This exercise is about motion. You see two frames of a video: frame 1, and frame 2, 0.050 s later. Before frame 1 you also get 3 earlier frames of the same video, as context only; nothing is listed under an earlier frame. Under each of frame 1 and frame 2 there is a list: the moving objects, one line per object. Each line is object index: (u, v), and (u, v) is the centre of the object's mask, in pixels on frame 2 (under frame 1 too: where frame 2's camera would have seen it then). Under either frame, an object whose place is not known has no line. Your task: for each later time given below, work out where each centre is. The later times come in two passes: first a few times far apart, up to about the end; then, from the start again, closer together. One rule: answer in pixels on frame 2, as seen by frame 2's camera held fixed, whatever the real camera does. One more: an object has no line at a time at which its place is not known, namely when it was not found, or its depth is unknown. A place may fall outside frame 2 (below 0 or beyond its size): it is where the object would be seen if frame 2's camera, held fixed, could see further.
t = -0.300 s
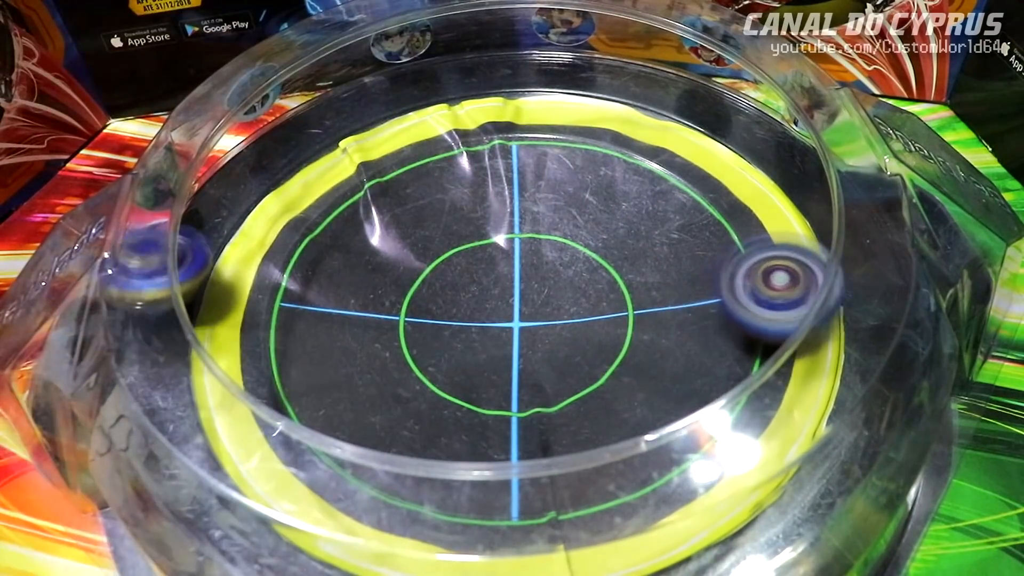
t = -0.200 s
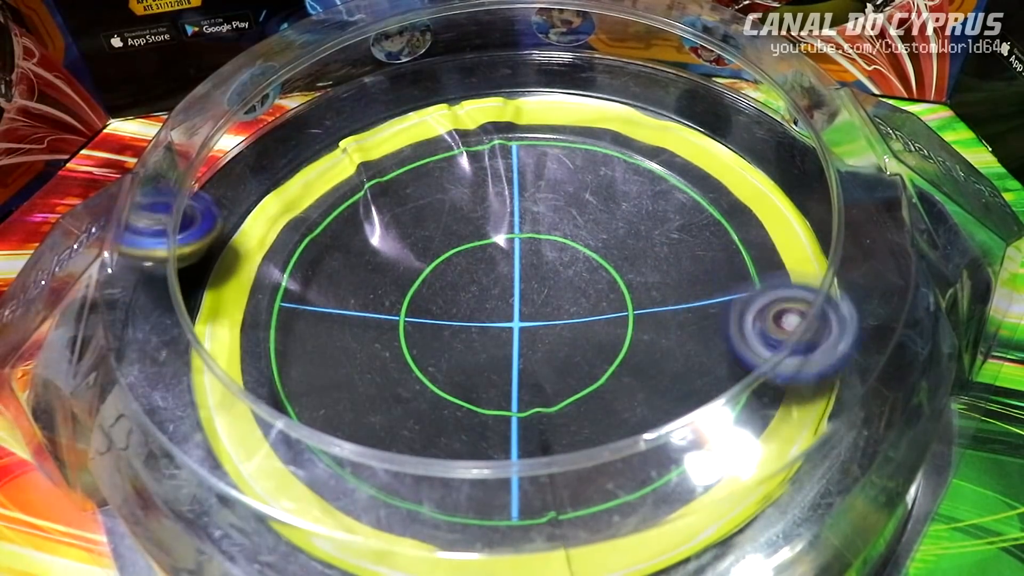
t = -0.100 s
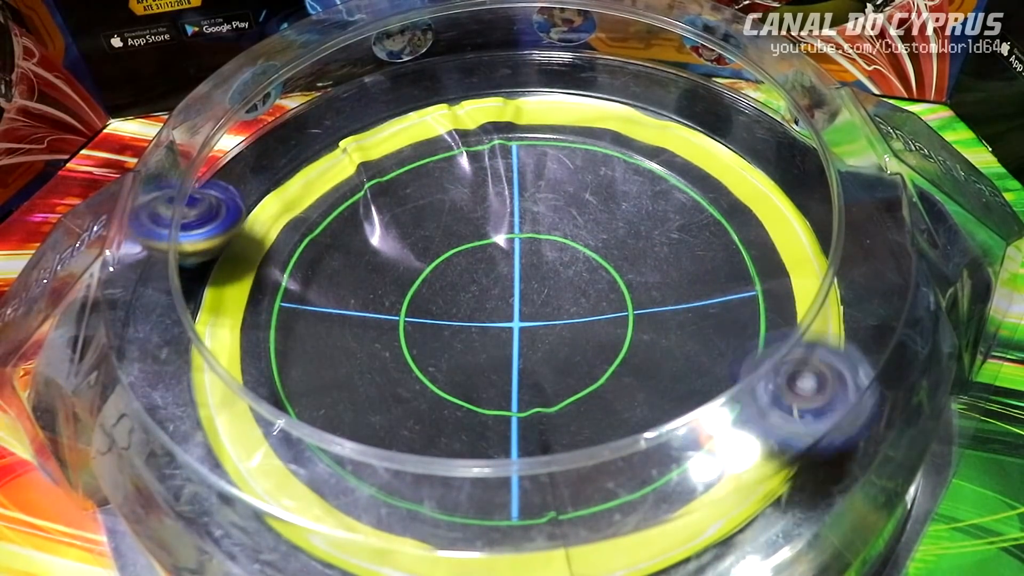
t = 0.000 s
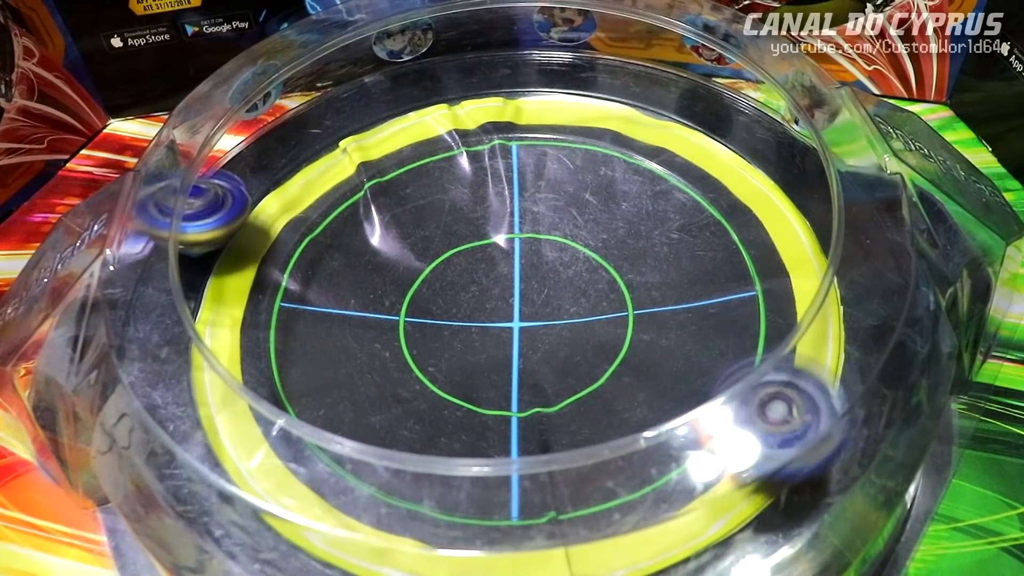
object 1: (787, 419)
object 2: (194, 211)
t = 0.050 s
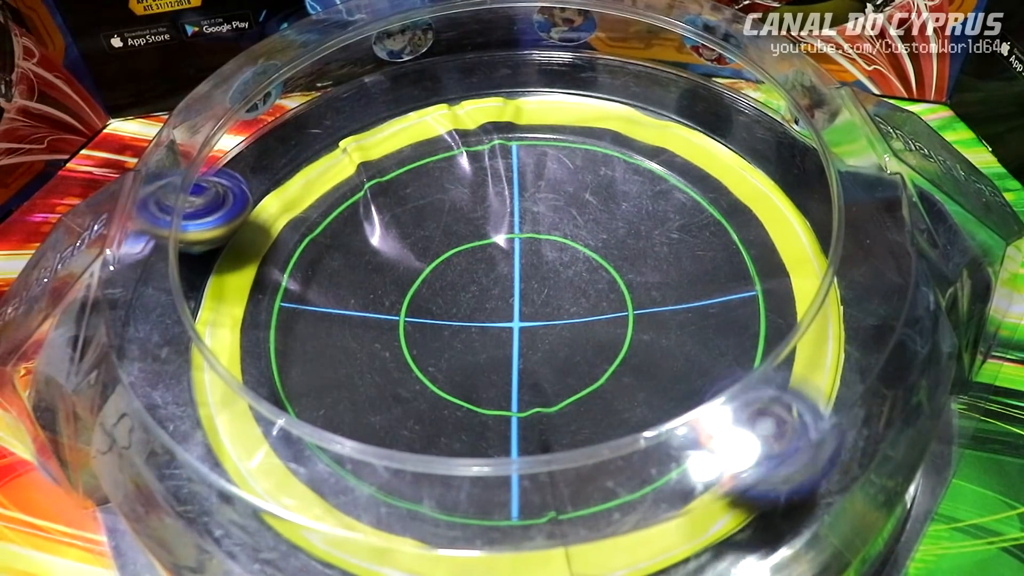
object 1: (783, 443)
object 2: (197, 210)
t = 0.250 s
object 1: (739, 465)
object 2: (188, 215)
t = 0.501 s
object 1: (639, 519)
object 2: (139, 250)
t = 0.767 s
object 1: (502, 532)
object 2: (147, 242)
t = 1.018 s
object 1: (368, 524)
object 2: (136, 258)
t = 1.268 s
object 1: (277, 479)
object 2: (151, 276)
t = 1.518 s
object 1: (221, 439)
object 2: (273, 276)
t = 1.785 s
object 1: (332, 509)
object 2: (556, 222)
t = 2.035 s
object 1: (340, 466)
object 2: (618, 254)
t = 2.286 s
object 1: (493, 405)
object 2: (486, 244)
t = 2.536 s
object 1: (578, 224)
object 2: (485, 362)
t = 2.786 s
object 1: (389, 172)
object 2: (718, 270)
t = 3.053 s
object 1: (389, 332)
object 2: (653, 80)
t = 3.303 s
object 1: (635, 290)
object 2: (542, 106)
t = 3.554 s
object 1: (575, 164)
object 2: (347, 328)
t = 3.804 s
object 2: (649, 533)
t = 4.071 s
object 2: (837, 288)
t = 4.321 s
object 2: (569, 93)
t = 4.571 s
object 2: (273, 130)
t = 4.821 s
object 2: (295, 387)
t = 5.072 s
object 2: (762, 516)
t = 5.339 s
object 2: (803, 228)
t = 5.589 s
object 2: (568, 81)
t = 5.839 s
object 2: (286, 144)
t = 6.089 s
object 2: (226, 418)
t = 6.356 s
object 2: (494, 517)
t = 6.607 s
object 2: (731, 414)
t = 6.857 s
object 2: (756, 217)
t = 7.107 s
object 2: (506, 109)
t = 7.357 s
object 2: (273, 273)
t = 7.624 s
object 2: (553, 460)
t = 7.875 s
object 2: (726, 240)
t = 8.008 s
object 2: (634, 143)
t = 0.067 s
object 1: (781, 455)
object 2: (197, 209)
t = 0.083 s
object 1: (777, 467)
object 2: (197, 210)
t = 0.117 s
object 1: (771, 480)
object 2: (197, 210)
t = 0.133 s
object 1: (767, 482)
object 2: (196, 210)
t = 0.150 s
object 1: (764, 482)
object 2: (196, 211)
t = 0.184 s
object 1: (761, 477)
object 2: (193, 212)
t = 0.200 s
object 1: (761, 473)
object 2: (192, 212)
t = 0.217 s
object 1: (746, 463)
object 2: (191, 213)
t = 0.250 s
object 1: (739, 465)
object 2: (188, 215)
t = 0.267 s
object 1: (732, 467)
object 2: (185, 216)
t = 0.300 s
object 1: (720, 475)
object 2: (181, 217)
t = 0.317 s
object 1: (711, 482)
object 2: (175, 218)
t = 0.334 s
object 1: (704, 486)
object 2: (172, 220)
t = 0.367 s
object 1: (684, 508)
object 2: (167, 226)
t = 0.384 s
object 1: (676, 513)
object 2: (164, 229)
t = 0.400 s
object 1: (664, 516)
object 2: (160, 229)
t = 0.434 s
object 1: (651, 520)
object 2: (154, 235)
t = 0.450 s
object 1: (646, 521)
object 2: (144, 239)
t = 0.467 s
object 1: (643, 521)
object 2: (147, 237)
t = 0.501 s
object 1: (639, 519)
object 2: (139, 250)
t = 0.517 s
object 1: (634, 518)
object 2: (142, 251)
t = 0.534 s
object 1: (628, 518)
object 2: (139, 254)
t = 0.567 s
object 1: (613, 520)
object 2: (138, 254)
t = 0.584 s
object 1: (601, 523)
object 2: (137, 254)
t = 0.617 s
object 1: (580, 526)
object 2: (137, 255)
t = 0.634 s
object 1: (569, 528)
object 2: (138, 254)
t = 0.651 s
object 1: (559, 530)
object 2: (138, 253)
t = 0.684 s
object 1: (535, 532)
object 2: (142, 250)
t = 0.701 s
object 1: (524, 532)
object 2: (142, 248)
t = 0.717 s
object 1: (516, 534)
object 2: (141, 245)
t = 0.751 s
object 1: (505, 533)
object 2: (145, 244)
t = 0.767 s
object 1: (502, 532)
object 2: (147, 242)
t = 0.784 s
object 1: (497, 532)
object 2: (148, 240)
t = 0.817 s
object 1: (479, 530)
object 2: (148, 241)
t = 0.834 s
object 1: (468, 530)
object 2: (147, 241)
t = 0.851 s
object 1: (456, 530)
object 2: (147, 241)
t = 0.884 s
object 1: (435, 529)
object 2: (144, 241)
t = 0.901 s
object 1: (425, 528)
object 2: (140, 246)
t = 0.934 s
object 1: (404, 527)
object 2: (138, 250)
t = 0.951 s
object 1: (393, 527)
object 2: (137, 252)
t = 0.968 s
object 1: (383, 526)
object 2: (140, 251)
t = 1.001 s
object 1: (372, 525)
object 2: (138, 256)
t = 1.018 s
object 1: (368, 524)
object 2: (136, 258)
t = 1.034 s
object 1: (364, 523)
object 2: (132, 266)
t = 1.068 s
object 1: (349, 519)
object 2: (131, 269)
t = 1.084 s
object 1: (340, 517)
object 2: (130, 271)
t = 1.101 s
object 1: (331, 514)
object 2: (131, 272)
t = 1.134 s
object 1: (314, 509)
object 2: (131, 272)
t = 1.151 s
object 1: (304, 505)
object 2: (135, 272)
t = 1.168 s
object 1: (297, 503)
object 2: (137, 272)
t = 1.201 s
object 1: (284, 496)
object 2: (140, 273)
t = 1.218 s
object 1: (279, 492)
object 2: (142, 274)
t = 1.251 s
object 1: (277, 487)
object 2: (147, 276)
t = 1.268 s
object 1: (277, 479)
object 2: (151, 276)
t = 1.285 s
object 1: (272, 474)
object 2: (153, 277)
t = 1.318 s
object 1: (261, 462)
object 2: (158, 279)
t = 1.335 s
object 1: (257, 456)
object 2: (160, 279)
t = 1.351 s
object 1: (252, 450)
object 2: (163, 281)
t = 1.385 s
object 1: (241, 439)
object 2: (170, 284)
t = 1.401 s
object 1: (237, 432)
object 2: (189, 294)
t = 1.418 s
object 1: (231, 428)
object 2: (199, 300)
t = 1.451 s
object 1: (223, 420)
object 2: (218, 302)
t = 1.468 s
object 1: (223, 418)
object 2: (233, 301)
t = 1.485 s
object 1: (222, 420)
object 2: (243, 300)
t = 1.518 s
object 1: (221, 439)
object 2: (273, 276)
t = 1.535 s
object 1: (243, 441)
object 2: (291, 267)
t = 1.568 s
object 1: (255, 455)
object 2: (325, 253)
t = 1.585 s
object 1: (260, 463)
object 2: (344, 245)
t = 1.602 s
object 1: (264, 466)
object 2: (364, 240)
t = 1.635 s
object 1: (265, 477)
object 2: (400, 228)
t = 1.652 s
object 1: (265, 484)
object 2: (419, 224)
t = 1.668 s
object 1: (269, 488)
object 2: (438, 225)
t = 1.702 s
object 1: (283, 496)
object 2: (475, 223)
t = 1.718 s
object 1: (291, 501)
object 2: (494, 225)
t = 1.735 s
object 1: (310, 506)
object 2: (510, 223)
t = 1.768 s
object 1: (327, 509)
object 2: (542, 222)
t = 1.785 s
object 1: (332, 509)
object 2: (556, 222)
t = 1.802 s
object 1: (334, 510)
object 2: (570, 223)
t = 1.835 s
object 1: (336, 509)
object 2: (590, 225)
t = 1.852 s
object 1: (337, 507)
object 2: (599, 227)
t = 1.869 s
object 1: (335, 503)
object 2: (609, 229)
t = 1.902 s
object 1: (334, 497)
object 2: (619, 233)
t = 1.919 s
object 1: (334, 493)
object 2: (624, 235)
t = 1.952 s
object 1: (335, 487)
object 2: (629, 241)
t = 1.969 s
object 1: (336, 483)
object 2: (629, 244)
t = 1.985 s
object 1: (338, 479)
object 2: (628, 246)
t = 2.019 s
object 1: (339, 470)
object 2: (622, 252)
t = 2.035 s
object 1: (340, 466)
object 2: (618, 254)
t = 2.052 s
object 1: (341, 462)
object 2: (612, 257)
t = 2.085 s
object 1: (343, 455)
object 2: (598, 260)
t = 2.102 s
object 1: (345, 448)
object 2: (590, 261)
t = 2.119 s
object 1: (348, 444)
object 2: (581, 261)
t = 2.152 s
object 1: (357, 439)
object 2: (564, 261)
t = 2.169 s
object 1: (363, 437)
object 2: (554, 262)
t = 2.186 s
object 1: (372, 436)
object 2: (543, 260)
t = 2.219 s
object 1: (420, 413)
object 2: (525, 255)
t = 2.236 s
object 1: (436, 412)
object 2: (516, 251)
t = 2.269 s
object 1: (471, 409)
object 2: (497, 245)
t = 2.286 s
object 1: (493, 405)
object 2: (486, 244)
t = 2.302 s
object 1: (512, 399)
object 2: (475, 244)
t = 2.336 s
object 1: (548, 380)
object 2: (455, 249)
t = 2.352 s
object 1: (562, 372)
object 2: (448, 254)
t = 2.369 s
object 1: (575, 359)
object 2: (441, 263)
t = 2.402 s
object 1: (590, 331)
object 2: (433, 283)
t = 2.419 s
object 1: (595, 319)
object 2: (431, 293)
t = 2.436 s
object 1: (599, 305)
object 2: (432, 305)
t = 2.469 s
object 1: (601, 276)
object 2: (441, 326)
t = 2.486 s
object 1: (598, 262)
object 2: (450, 337)
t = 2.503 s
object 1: (593, 249)
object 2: (459, 346)
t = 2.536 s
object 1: (578, 224)
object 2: (485, 362)
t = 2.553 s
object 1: (571, 214)
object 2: (502, 368)
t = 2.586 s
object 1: (549, 195)
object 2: (536, 374)
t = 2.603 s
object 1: (537, 189)
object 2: (554, 376)
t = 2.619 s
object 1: (522, 183)
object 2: (574, 374)
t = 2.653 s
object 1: (494, 171)
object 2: (612, 366)
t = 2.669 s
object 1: (482, 168)
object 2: (629, 358)
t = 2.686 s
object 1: (466, 166)
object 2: (645, 350)
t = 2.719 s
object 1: (439, 164)
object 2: (678, 327)
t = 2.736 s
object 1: (425, 165)
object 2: (692, 314)
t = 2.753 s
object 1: (413, 166)
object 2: (702, 299)
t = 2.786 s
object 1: (389, 172)
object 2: (718, 270)
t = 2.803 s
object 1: (378, 176)
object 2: (722, 256)
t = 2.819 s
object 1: (367, 182)
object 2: (725, 238)
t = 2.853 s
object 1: (350, 196)
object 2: (726, 202)
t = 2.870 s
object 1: (344, 205)
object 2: (721, 183)
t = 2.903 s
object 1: (336, 227)
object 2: (707, 152)
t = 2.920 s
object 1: (333, 236)
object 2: (699, 139)
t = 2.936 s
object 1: (330, 249)
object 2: (691, 127)
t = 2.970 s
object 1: (335, 274)
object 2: (679, 110)
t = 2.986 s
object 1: (343, 287)
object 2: (673, 102)
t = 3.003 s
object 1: (349, 297)
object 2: (670, 95)
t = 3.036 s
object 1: (373, 321)
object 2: (660, 84)
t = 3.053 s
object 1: (389, 332)
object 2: (653, 80)
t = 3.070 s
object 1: (405, 342)
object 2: (644, 78)
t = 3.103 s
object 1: (442, 356)
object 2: (622, 79)
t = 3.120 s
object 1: (462, 360)
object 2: (613, 78)
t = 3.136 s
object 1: (483, 362)
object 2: (605, 78)
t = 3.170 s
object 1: (523, 361)
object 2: (592, 81)
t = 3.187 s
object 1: (544, 357)
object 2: (585, 85)
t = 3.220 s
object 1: (578, 343)
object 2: (573, 90)
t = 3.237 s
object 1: (594, 335)
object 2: (568, 93)
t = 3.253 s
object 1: (607, 325)
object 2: (562, 94)
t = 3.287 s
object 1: (628, 302)
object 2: (549, 101)
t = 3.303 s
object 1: (635, 290)
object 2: (542, 106)
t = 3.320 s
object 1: (641, 277)
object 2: (533, 110)
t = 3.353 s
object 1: (649, 253)
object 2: (511, 129)
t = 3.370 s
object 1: (649, 240)
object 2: (498, 137)
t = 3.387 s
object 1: (648, 231)
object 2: (483, 148)
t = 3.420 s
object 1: (643, 212)
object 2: (452, 172)
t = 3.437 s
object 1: (639, 203)
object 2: (432, 187)
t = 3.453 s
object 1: (633, 194)
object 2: (417, 203)
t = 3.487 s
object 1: (616, 181)
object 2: (385, 239)
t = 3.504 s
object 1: (606, 174)
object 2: (370, 259)
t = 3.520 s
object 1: (598, 171)
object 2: (360, 284)
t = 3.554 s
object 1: (575, 164)
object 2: (347, 328)
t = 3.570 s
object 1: (565, 164)
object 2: (345, 350)
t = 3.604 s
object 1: (539, 165)
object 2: (356, 386)
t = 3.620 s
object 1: (526, 168)
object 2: (368, 400)
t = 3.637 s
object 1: (513, 175)
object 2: (376, 436)
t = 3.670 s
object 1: (488, 188)
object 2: (413, 472)
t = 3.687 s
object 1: (477, 196)
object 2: (438, 487)
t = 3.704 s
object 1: (466, 206)
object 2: (465, 510)
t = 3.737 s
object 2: (523, 530)
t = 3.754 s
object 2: (556, 533)
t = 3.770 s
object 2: (587, 531)
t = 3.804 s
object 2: (649, 533)
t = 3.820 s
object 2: (676, 532)
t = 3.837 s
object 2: (707, 529)
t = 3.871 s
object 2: (760, 516)
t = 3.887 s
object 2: (781, 496)
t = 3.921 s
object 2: (811, 456)
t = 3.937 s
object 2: (824, 436)
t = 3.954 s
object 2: (838, 421)
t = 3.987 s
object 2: (870, 385)
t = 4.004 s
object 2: (877, 366)
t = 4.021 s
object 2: (877, 344)
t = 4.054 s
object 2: (848, 303)
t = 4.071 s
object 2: (837, 288)
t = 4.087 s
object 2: (825, 272)
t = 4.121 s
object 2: (798, 240)
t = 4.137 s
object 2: (783, 223)
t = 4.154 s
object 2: (772, 208)
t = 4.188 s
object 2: (739, 179)
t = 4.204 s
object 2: (722, 165)
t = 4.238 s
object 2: (683, 139)
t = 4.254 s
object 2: (663, 129)
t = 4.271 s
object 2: (641, 118)
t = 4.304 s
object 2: (593, 99)
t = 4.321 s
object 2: (569, 93)
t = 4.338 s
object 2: (546, 88)
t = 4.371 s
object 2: (499, 74)
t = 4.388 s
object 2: (479, 72)
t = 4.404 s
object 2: (459, 70)
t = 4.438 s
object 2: (414, 69)
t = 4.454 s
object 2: (391, 72)
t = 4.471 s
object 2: (371, 78)
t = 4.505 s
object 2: (335, 91)
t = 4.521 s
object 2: (317, 100)
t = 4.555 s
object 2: (287, 120)
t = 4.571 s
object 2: (273, 130)
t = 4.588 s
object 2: (259, 142)
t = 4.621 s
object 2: (238, 168)
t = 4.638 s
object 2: (233, 185)
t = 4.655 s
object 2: (231, 200)
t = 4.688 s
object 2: (230, 231)
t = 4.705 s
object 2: (231, 246)
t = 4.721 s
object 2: (235, 268)
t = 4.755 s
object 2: (247, 306)
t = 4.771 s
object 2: (259, 325)
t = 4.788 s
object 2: (271, 343)
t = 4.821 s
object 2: (295, 387)
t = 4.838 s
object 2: (316, 410)
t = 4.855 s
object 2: (340, 431)
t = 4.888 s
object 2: (396, 468)
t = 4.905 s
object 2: (431, 483)
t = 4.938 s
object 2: (497, 510)
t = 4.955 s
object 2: (535, 519)
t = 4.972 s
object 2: (566, 526)
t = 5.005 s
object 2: (634, 526)
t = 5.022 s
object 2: (664, 523)
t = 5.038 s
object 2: (700, 523)
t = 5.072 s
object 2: (762, 516)
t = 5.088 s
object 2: (782, 496)
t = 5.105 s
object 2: (799, 473)
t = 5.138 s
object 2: (825, 432)
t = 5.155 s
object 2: (839, 414)
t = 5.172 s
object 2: (852, 397)
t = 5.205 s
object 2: (869, 360)
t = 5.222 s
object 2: (874, 342)
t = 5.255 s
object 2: (858, 308)
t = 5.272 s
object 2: (847, 291)
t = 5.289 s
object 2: (837, 278)
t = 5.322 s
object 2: (815, 244)
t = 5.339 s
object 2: (803, 228)
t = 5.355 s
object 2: (784, 215)
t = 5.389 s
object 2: (767, 184)
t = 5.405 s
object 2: (749, 174)
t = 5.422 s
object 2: (737, 160)
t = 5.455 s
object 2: (704, 137)
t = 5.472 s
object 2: (689, 130)
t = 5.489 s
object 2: (672, 119)
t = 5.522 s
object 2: (638, 105)
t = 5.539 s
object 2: (622, 97)
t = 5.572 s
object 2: (587, 86)
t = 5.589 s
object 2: (568, 81)
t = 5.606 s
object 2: (549, 75)
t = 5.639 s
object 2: (512, 67)
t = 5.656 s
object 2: (495, 64)
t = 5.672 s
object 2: (479, 63)
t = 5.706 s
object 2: (442, 66)
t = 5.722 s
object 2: (421, 71)
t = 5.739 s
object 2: (404, 80)
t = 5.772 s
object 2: (363, 98)
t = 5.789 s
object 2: (344, 107)
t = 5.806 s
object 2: (322, 116)
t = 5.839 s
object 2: (286, 144)
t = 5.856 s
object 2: (268, 159)
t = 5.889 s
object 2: (239, 194)
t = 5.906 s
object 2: (230, 214)
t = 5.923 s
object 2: (221, 229)
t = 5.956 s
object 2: (199, 269)
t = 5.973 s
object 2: (195, 291)
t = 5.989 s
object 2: (194, 313)
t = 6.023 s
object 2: (199, 353)
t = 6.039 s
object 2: (204, 372)
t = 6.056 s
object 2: (207, 386)
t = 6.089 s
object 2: (226, 418)
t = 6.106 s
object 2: (239, 430)
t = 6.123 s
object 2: (253, 443)
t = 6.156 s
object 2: (277, 470)
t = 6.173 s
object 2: (293, 483)
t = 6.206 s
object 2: (322, 497)
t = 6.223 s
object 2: (340, 503)
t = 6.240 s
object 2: (361, 509)
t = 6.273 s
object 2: (397, 513)
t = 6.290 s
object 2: (415, 517)
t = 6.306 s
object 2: (436, 525)
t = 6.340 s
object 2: (475, 516)
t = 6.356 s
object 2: (494, 517)
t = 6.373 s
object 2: (512, 516)
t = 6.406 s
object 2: (552, 510)
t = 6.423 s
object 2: (570, 508)
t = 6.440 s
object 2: (586, 503)
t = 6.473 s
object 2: (622, 493)
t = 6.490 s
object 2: (640, 483)
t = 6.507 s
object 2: (652, 476)
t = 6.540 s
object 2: (686, 455)
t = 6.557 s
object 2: (702, 442)
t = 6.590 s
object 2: (722, 423)
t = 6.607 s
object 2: (731, 414)
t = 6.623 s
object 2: (745, 389)
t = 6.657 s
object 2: (758, 368)
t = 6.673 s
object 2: (764, 359)
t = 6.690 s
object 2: (769, 347)
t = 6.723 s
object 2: (773, 319)
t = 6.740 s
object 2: (776, 305)
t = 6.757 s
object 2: (776, 291)
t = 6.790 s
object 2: (772, 265)
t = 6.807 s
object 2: (770, 255)
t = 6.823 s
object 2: (768, 241)
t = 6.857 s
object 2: (756, 217)
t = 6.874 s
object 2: (748, 204)
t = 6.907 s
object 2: (729, 180)
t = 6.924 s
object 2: (718, 168)
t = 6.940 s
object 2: (704, 158)
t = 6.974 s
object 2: (673, 139)
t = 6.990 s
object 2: (654, 131)
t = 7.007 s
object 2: (635, 125)
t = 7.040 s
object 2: (595, 113)
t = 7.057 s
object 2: (572, 110)
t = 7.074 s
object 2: (550, 108)
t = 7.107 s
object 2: (506, 109)
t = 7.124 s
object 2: (486, 110)
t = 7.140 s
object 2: (466, 113)
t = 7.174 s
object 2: (425, 124)
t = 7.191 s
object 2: (405, 132)
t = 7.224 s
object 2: (367, 151)
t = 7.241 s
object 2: (350, 163)
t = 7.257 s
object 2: (334, 175)
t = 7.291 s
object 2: (306, 205)
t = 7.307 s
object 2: (295, 221)
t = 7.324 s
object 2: (285, 237)
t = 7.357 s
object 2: (273, 273)
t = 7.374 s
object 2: (271, 291)
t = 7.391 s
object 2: (271, 309)
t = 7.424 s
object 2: (282, 347)
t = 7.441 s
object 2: (294, 363)
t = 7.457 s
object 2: (309, 376)
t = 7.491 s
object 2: (338, 417)
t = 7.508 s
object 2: (359, 433)
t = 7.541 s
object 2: (411, 455)
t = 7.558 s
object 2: (439, 463)
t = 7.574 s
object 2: (467, 466)
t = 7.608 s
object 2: (526, 465)
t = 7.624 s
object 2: (553, 460)
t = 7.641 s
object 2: (581, 453)
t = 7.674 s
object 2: (626, 431)
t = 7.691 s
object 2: (646, 418)
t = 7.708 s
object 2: (665, 403)
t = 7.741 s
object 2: (699, 366)
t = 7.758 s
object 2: (715, 357)
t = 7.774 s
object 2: (724, 338)
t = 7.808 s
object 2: (734, 305)
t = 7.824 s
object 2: (736, 288)
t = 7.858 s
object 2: (731, 256)
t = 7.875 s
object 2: (726, 240)
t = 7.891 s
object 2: (722, 226)
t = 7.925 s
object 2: (702, 196)
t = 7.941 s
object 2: (692, 183)
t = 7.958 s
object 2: (679, 170)
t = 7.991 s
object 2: (650, 150)
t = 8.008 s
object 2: (634, 143)
